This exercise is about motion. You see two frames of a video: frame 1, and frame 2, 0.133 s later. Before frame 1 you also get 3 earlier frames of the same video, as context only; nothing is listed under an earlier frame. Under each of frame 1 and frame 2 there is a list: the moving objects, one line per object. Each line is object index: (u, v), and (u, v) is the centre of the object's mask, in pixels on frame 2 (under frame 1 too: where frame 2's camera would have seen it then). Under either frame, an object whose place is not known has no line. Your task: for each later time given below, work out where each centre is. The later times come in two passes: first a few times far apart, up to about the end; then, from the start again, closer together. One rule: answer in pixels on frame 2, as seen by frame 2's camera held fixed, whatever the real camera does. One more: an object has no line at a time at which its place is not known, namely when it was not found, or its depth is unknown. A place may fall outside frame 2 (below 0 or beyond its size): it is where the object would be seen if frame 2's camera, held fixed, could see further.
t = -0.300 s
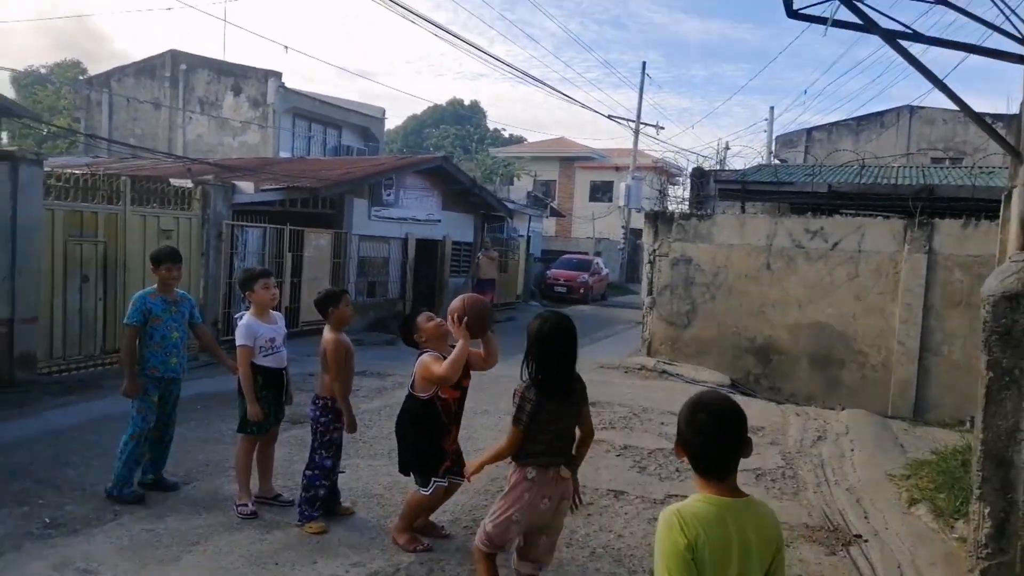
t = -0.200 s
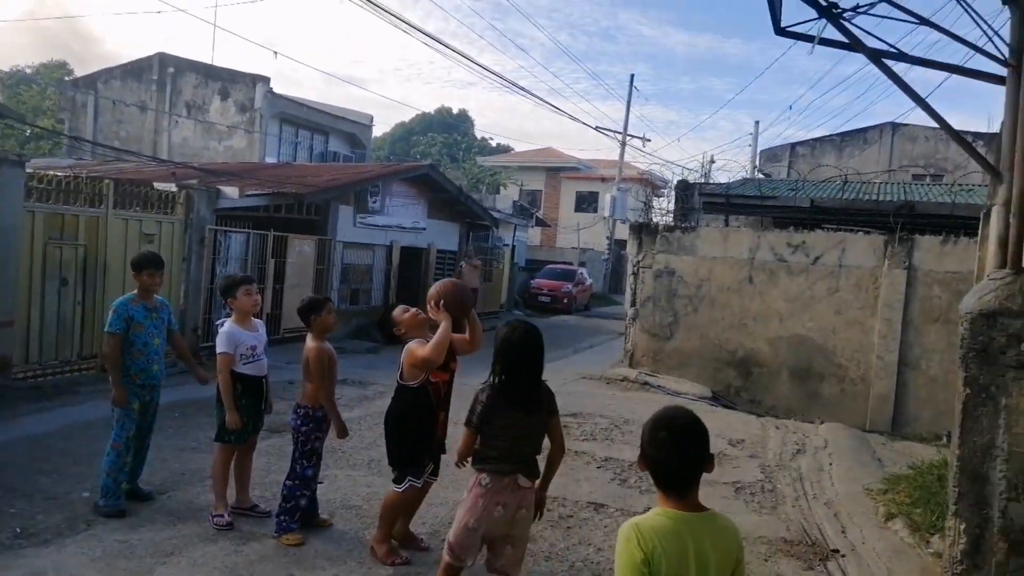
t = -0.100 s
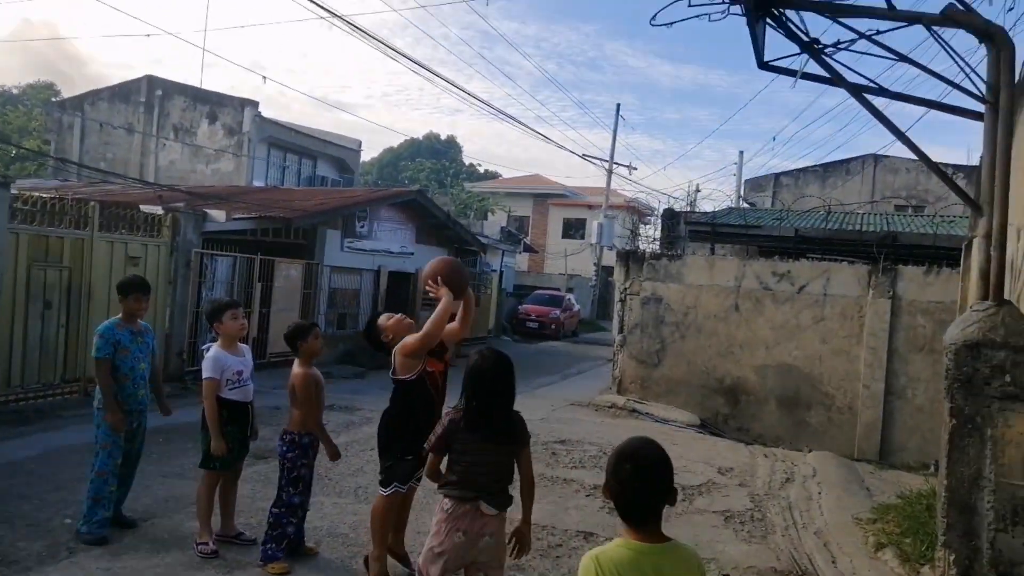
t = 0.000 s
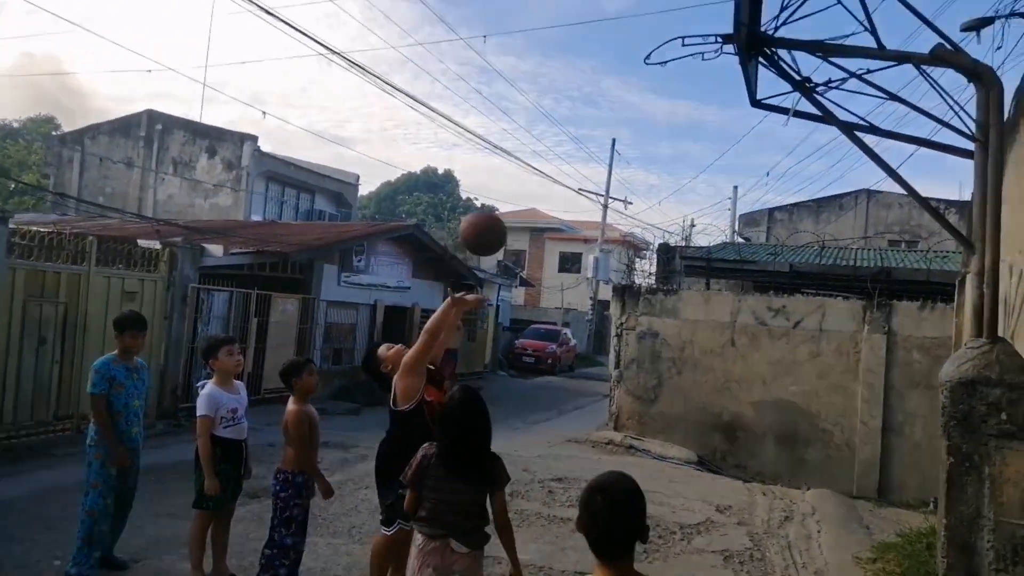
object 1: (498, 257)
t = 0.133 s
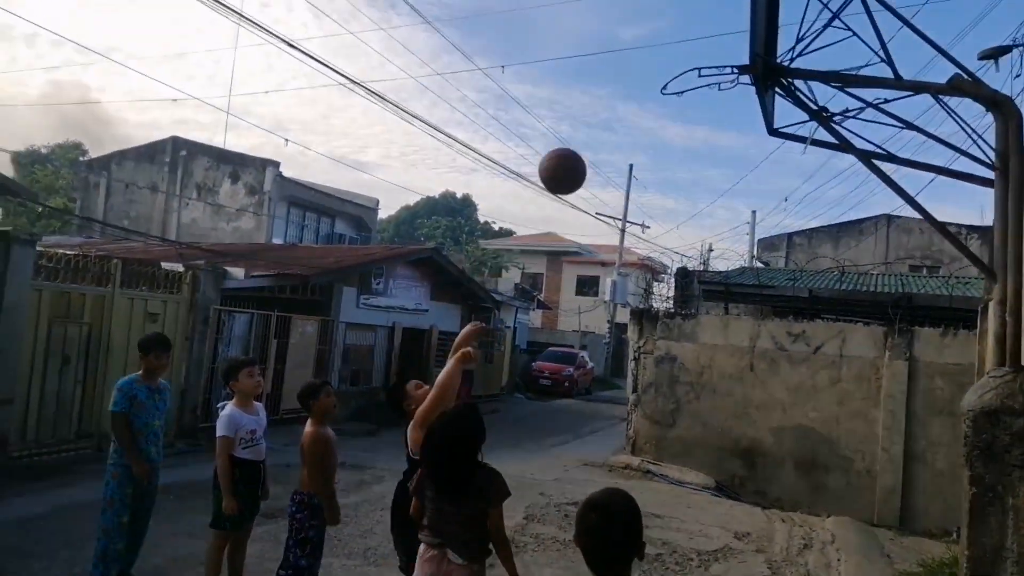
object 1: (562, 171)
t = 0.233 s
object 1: (611, 128)
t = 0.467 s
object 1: (612, 127)
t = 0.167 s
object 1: (581, 154)
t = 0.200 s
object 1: (597, 139)
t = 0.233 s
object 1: (611, 128)
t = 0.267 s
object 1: (624, 119)
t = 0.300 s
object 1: (639, 107)
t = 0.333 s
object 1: (638, 108)
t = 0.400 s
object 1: (629, 113)
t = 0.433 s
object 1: (620, 120)
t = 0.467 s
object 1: (612, 127)
